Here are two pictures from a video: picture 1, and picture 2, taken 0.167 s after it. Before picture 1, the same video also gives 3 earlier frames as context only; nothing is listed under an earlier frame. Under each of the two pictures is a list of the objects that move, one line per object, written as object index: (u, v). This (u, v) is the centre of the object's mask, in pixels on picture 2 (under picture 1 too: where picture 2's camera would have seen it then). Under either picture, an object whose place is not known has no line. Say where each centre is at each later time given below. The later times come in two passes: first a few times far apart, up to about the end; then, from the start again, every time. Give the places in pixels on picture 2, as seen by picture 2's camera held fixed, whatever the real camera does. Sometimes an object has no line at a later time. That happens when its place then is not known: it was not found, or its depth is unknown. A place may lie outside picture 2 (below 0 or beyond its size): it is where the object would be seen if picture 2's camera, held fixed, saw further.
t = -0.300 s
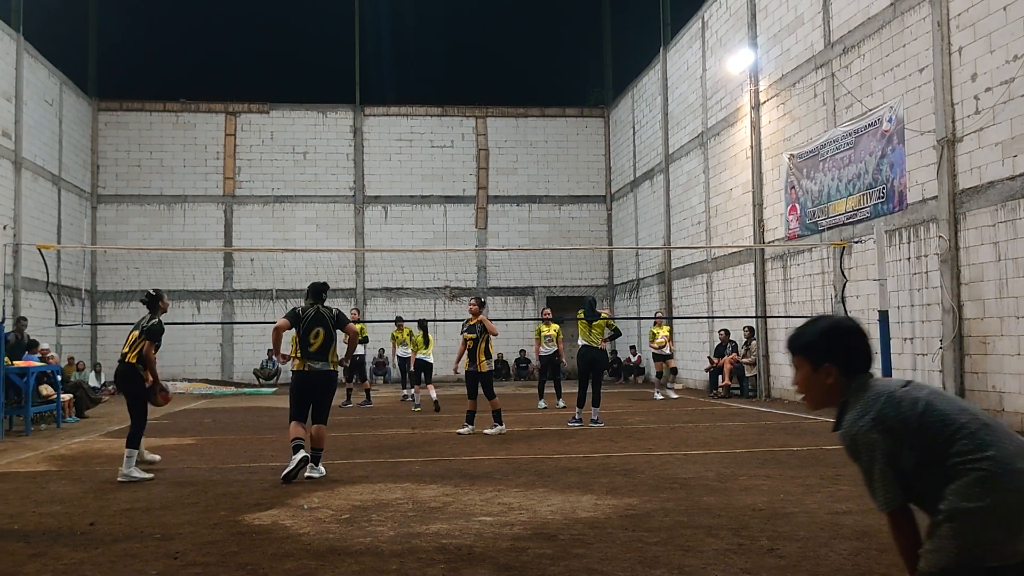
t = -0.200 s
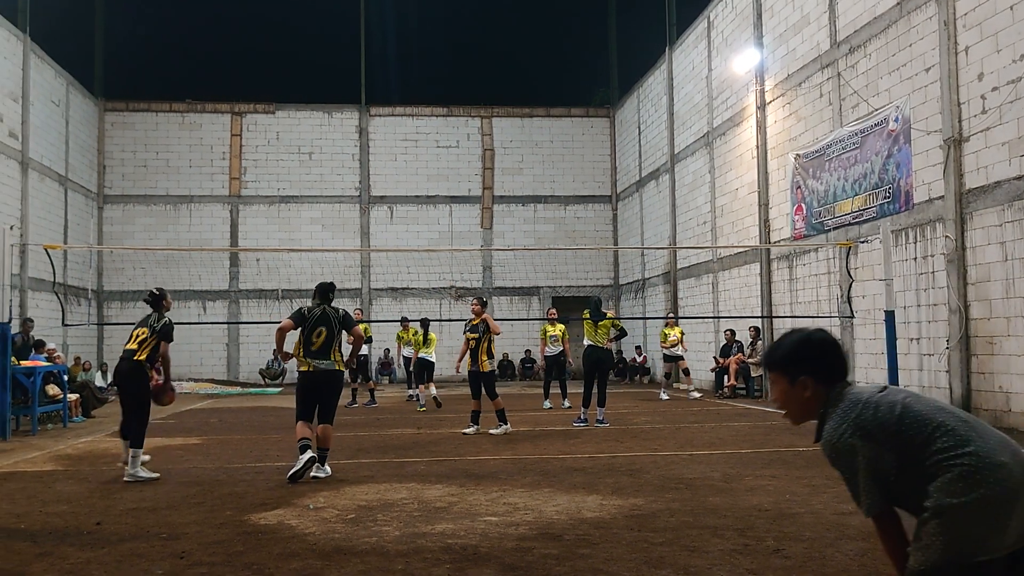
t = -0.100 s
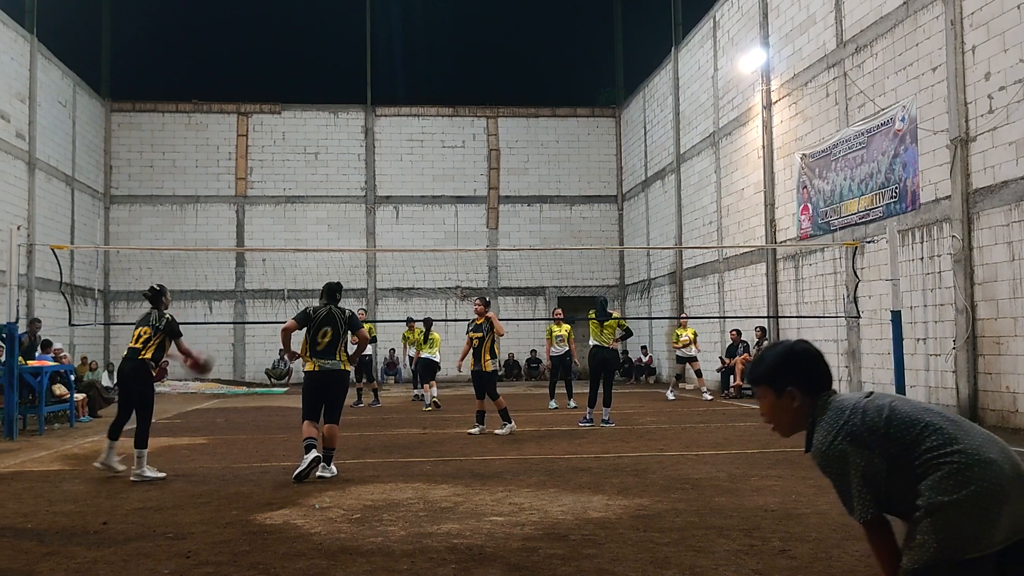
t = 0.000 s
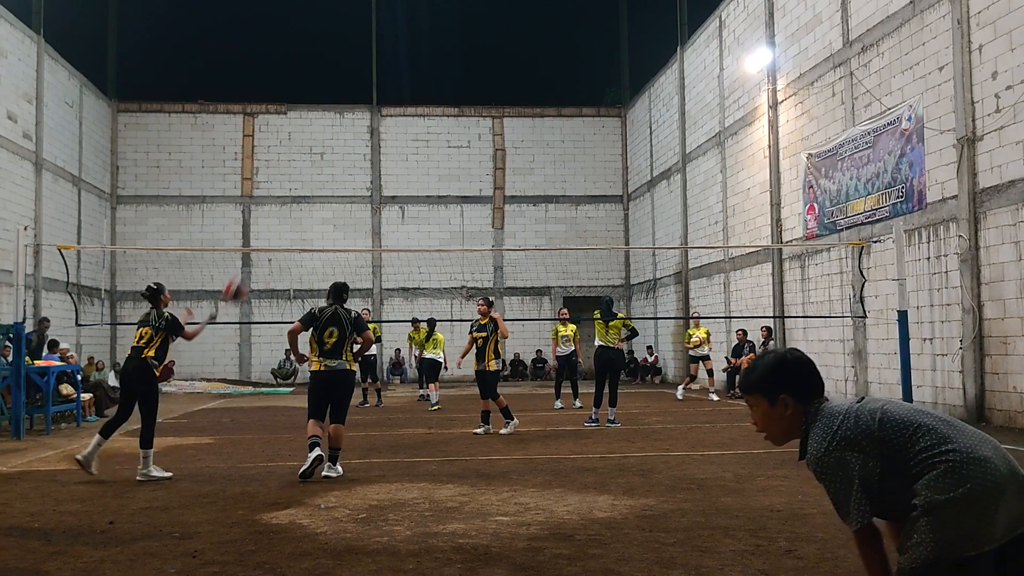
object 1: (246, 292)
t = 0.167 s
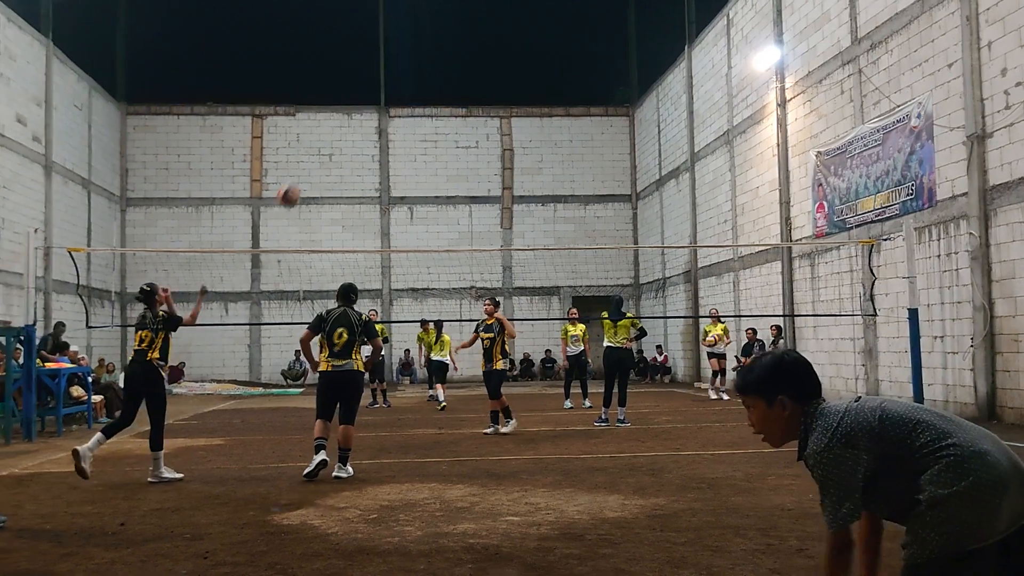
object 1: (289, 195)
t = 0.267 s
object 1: (312, 156)
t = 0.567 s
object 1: (374, 105)
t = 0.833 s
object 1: (423, 135)
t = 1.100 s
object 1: (467, 222)
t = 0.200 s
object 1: (297, 181)
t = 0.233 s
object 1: (304, 168)
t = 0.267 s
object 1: (312, 156)
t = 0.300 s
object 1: (320, 145)
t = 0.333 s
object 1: (326, 136)
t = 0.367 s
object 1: (333, 128)
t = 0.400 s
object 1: (341, 121)
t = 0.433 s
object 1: (348, 116)
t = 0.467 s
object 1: (354, 112)
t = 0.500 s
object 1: (361, 109)
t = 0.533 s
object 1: (367, 106)
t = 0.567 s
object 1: (374, 105)
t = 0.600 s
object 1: (380, 106)
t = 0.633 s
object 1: (387, 107)
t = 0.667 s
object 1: (393, 109)
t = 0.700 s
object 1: (399, 112)
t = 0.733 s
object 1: (405, 116)
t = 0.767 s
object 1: (411, 122)
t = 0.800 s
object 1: (417, 128)
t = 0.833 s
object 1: (423, 135)
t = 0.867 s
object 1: (429, 143)
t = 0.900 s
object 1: (434, 152)
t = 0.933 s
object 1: (439, 161)
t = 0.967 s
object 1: (445, 171)
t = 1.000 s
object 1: (451, 183)
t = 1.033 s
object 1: (455, 194)
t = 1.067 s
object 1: (461, 206)
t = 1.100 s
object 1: (467, 222)
